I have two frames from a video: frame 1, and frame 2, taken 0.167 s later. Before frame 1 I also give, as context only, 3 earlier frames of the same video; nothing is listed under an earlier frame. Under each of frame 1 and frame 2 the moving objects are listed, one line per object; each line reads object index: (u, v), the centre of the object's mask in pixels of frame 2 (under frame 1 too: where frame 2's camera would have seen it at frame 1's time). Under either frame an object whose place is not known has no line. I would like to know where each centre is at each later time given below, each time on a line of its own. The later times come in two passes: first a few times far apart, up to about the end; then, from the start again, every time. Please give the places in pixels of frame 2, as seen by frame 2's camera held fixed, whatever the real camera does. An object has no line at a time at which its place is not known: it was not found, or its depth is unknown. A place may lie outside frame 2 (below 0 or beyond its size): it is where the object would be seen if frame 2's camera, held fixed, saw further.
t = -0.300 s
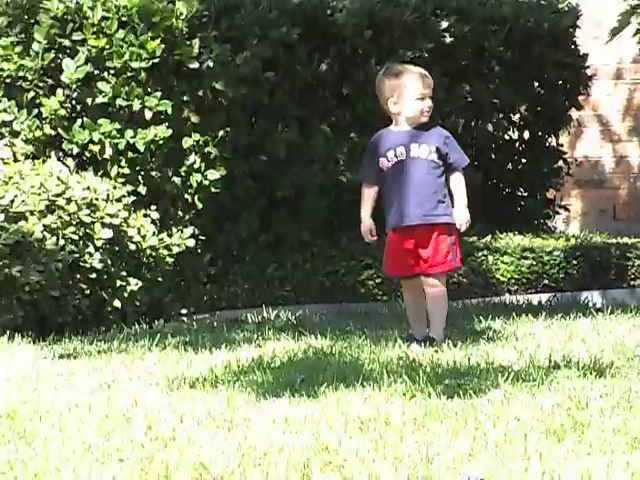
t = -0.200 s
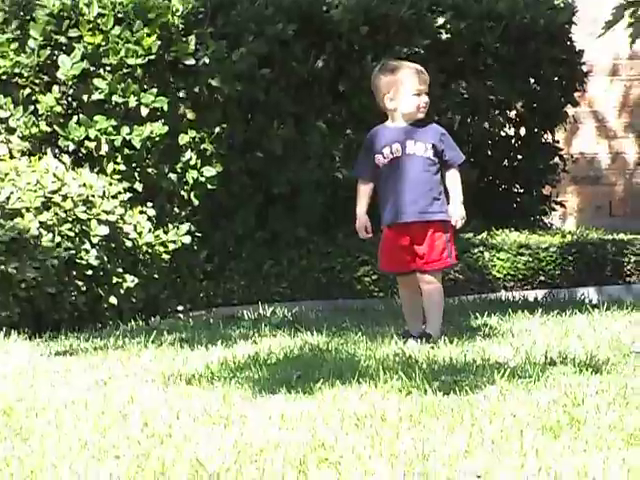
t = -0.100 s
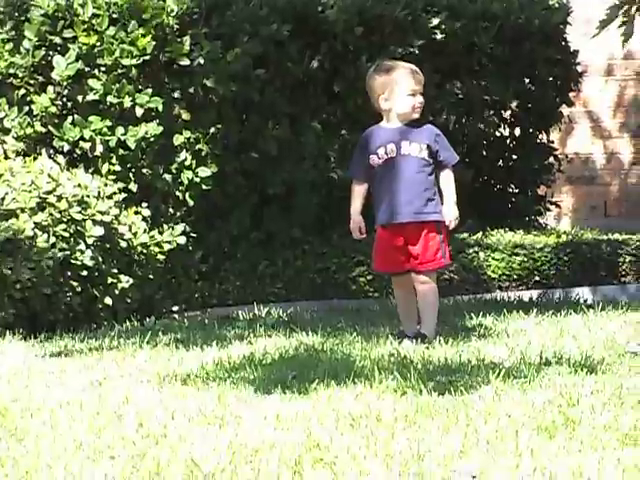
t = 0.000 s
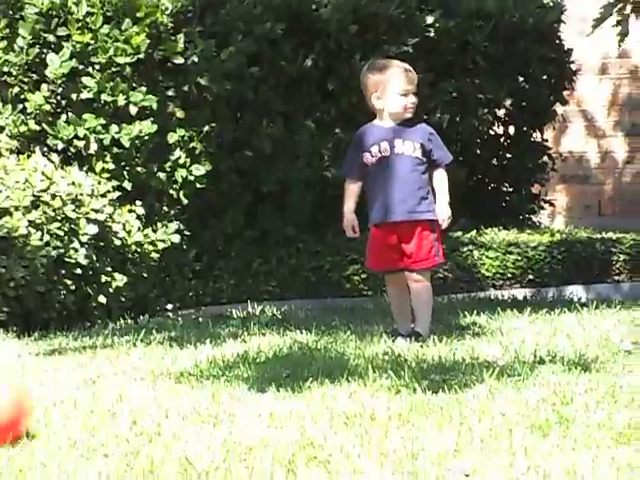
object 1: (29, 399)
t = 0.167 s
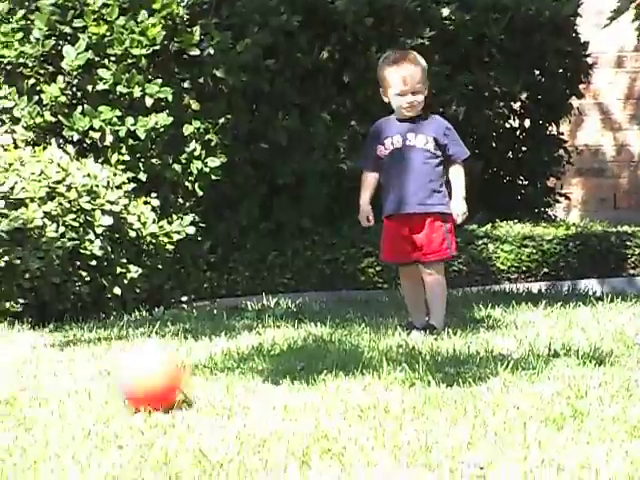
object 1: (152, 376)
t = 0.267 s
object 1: (226, 362)
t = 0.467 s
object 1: (354, 345)
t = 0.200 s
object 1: (176, 370)
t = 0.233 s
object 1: (201, 365)
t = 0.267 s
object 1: (226, 362)
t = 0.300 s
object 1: (249, 360)
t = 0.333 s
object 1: (273, 357)
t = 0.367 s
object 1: (294, 356)
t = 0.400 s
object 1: (315, 352)
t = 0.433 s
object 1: (335, 348)
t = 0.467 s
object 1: (354, 345)
